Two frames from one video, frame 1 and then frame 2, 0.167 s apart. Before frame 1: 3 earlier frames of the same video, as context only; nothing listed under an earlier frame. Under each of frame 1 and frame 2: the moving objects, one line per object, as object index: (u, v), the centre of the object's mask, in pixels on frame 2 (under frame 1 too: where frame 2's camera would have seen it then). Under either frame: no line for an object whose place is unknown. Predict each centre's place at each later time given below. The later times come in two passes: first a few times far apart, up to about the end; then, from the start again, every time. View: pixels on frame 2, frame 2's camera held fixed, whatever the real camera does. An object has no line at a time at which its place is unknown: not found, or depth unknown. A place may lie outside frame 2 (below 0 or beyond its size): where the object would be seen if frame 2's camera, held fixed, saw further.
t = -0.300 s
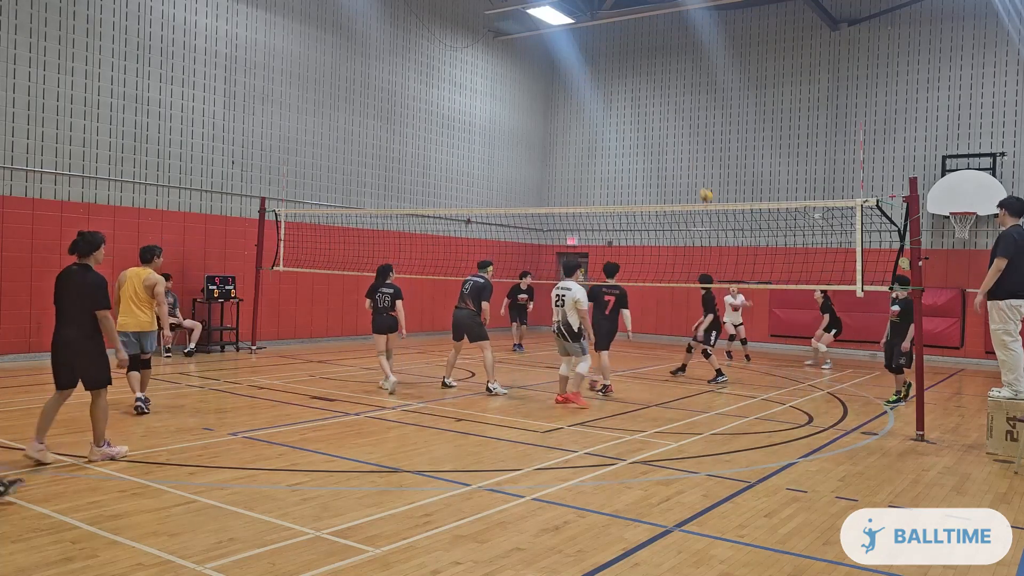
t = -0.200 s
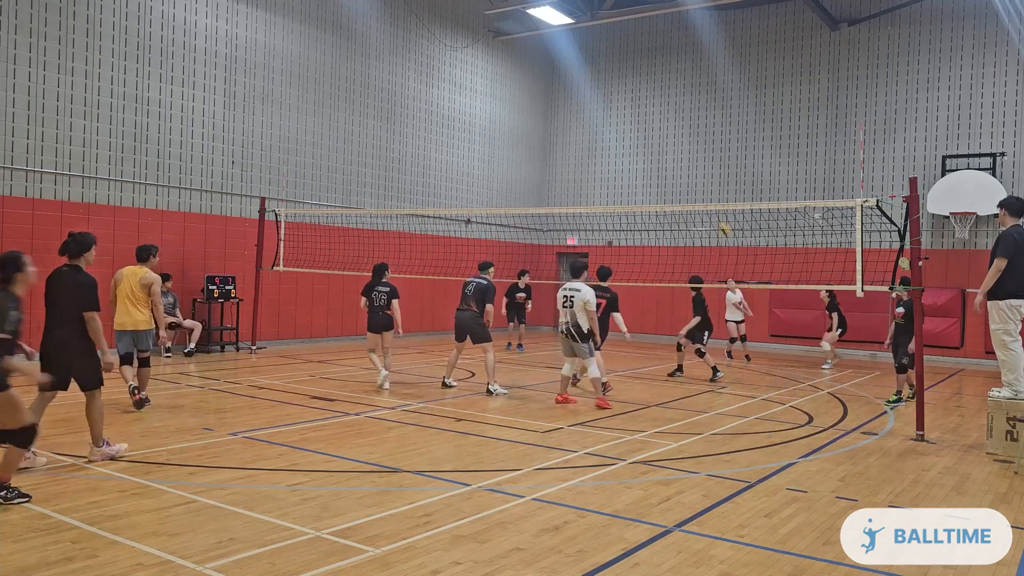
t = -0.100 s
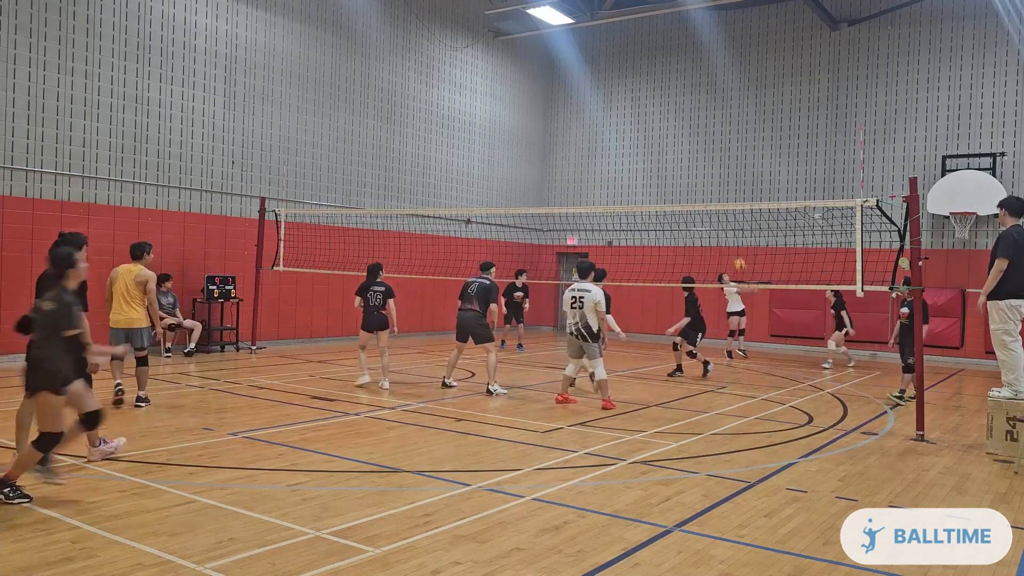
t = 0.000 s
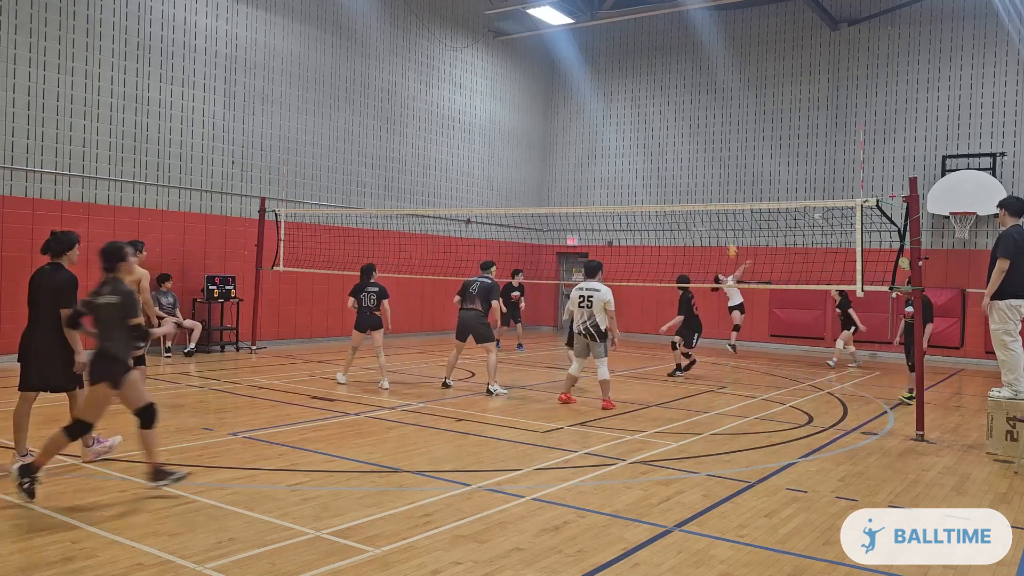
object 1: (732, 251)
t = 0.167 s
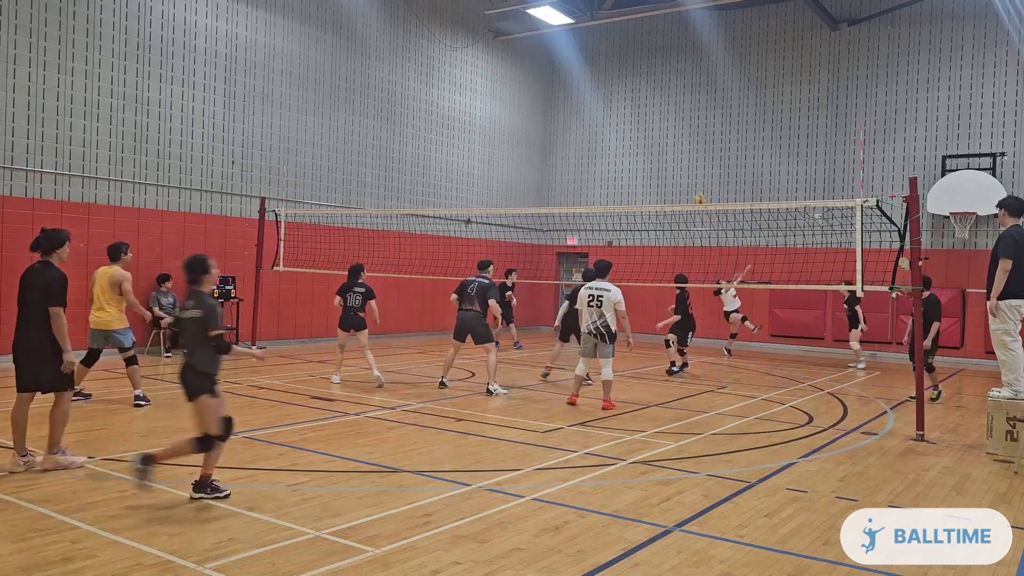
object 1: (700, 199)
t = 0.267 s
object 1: (681, 174)
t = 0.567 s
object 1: (618, 130)
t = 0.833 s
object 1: (559, 132)
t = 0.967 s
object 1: (529, 151)
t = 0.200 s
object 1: (693, 190)
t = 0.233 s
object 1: (687, 182)
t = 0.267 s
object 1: (681, 174)
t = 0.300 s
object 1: (673, 167)
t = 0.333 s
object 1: (666, 160)
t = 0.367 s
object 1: (660, 155)
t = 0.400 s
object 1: (653, 149)
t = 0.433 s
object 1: (646, 143)
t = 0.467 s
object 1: (639, 139)
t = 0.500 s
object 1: (632, 135)
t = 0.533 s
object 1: (626, 132)
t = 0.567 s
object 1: (618, 130)
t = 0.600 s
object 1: (611, 128)
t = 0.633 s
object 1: (603, 126)
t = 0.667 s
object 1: (596, 125)
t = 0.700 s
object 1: (589, 125)
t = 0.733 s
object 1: (582, 126)
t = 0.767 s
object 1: (574, 128)
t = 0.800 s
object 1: (567, 130)
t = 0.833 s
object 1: (559, 132)
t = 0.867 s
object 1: (552, 135)
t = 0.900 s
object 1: (544, 140)
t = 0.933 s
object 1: (537, 144)
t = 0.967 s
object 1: (529, 151)
